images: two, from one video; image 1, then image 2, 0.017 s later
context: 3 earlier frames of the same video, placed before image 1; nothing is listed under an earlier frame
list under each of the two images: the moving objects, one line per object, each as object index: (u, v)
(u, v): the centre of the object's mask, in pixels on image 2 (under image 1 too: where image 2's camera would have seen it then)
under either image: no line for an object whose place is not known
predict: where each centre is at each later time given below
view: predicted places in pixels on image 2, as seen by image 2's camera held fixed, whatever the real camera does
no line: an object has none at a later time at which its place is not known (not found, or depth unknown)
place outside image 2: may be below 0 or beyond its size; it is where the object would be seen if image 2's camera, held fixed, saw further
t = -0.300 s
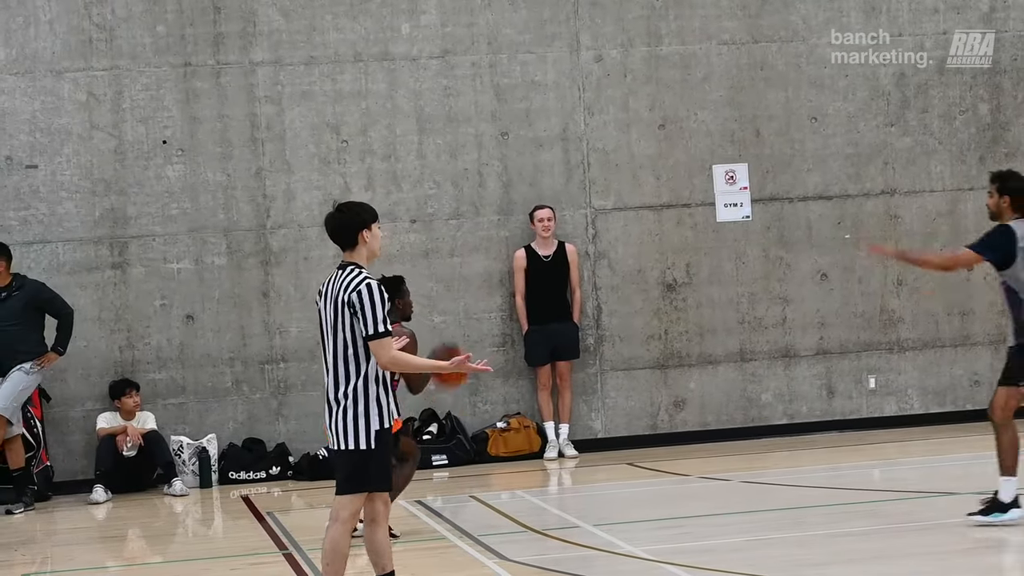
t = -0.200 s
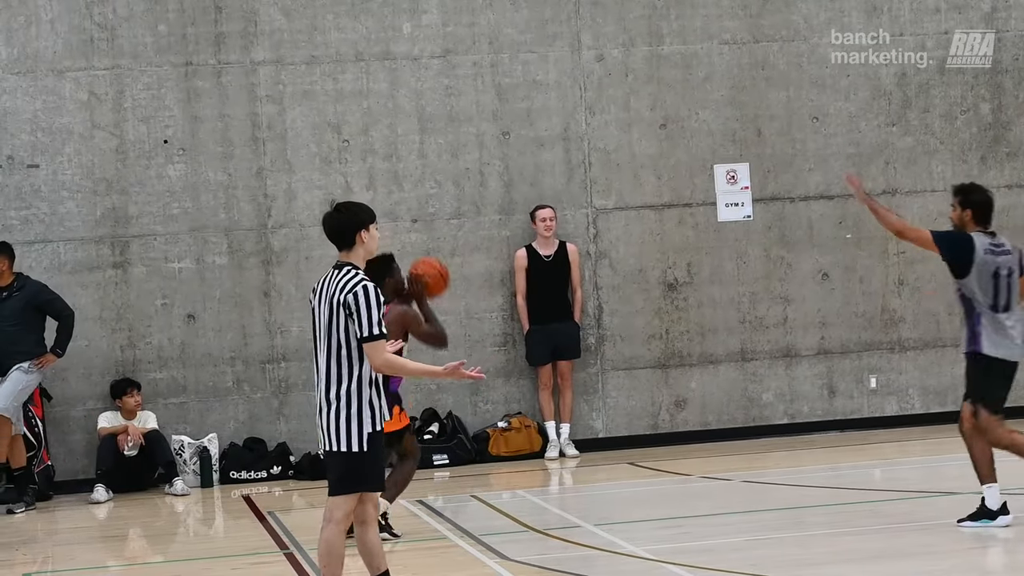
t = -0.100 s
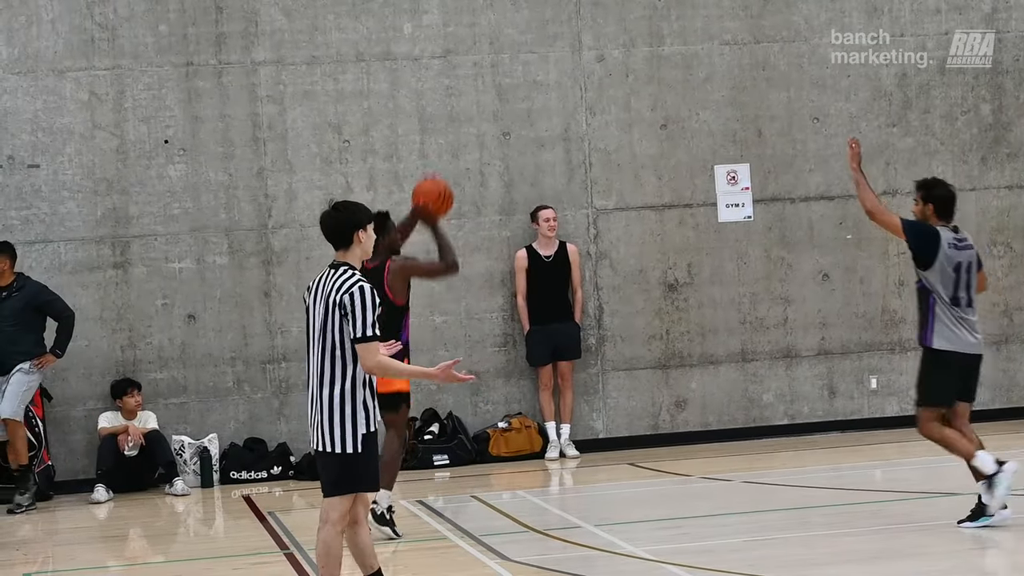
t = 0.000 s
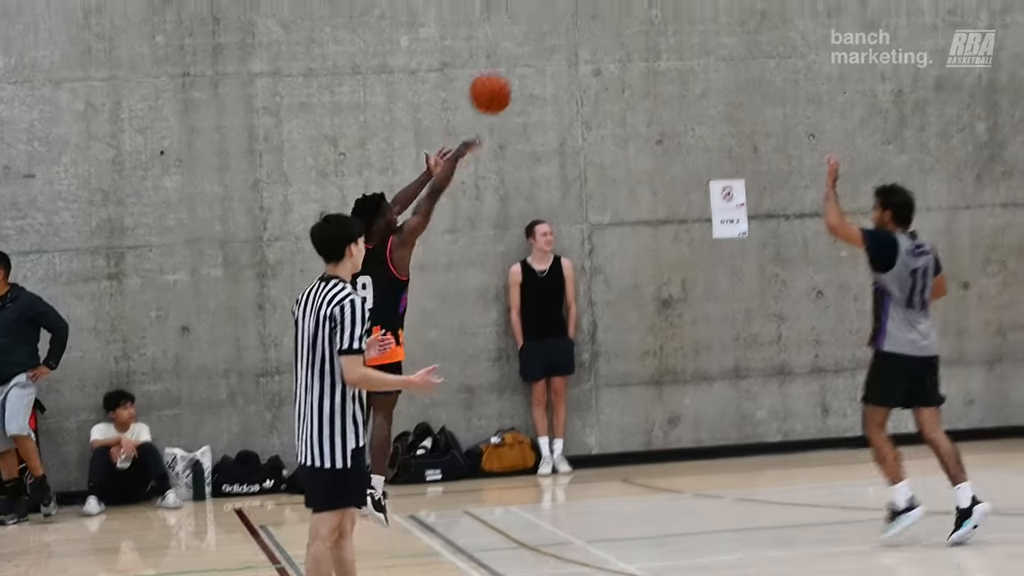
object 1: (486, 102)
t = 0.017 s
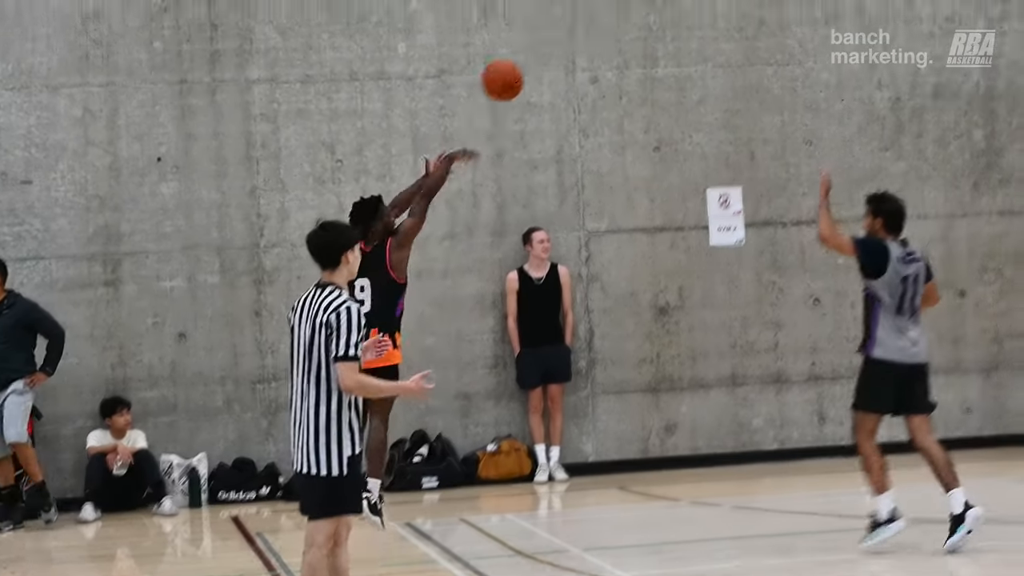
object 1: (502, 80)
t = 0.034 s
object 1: (518, 61)
